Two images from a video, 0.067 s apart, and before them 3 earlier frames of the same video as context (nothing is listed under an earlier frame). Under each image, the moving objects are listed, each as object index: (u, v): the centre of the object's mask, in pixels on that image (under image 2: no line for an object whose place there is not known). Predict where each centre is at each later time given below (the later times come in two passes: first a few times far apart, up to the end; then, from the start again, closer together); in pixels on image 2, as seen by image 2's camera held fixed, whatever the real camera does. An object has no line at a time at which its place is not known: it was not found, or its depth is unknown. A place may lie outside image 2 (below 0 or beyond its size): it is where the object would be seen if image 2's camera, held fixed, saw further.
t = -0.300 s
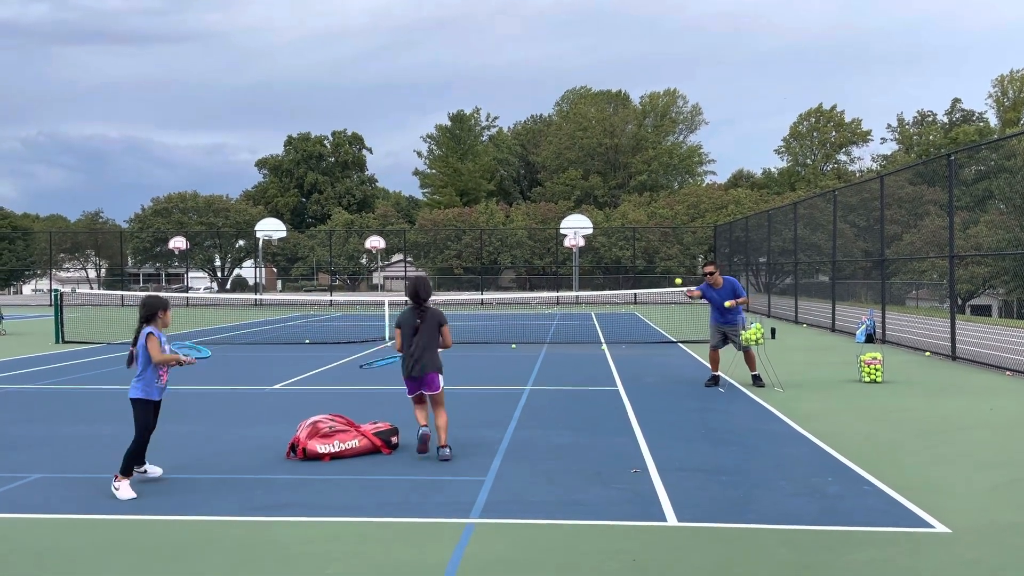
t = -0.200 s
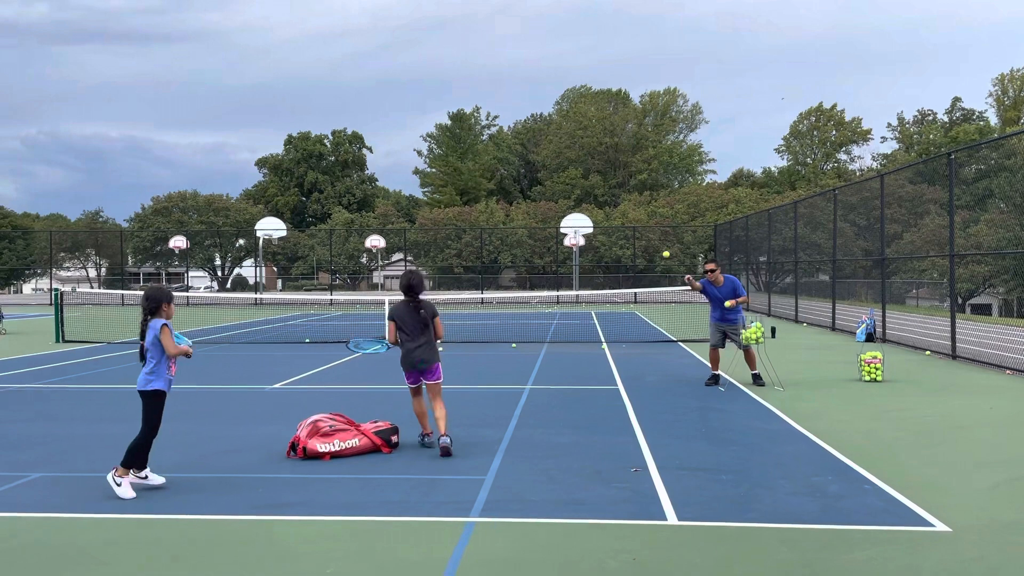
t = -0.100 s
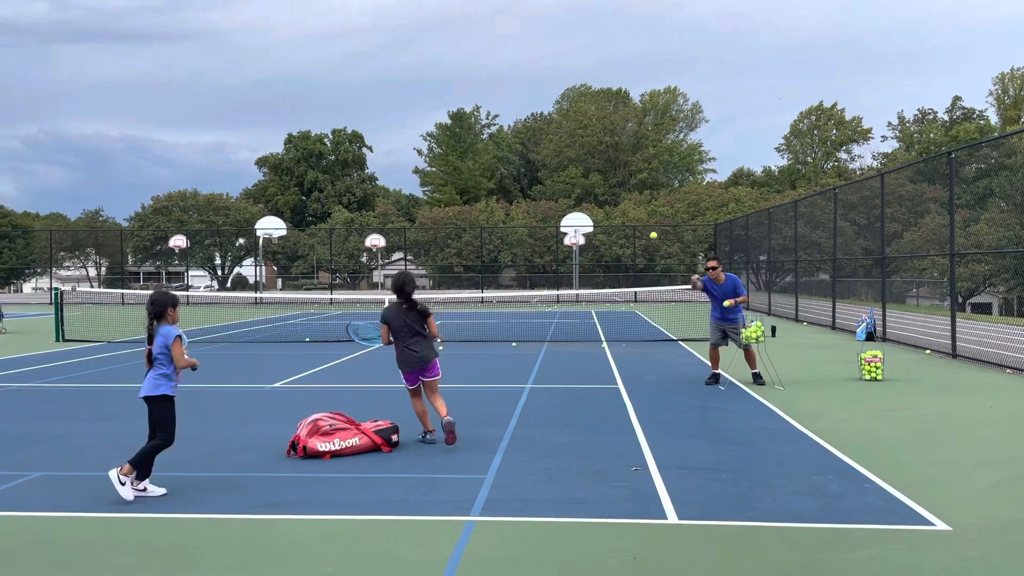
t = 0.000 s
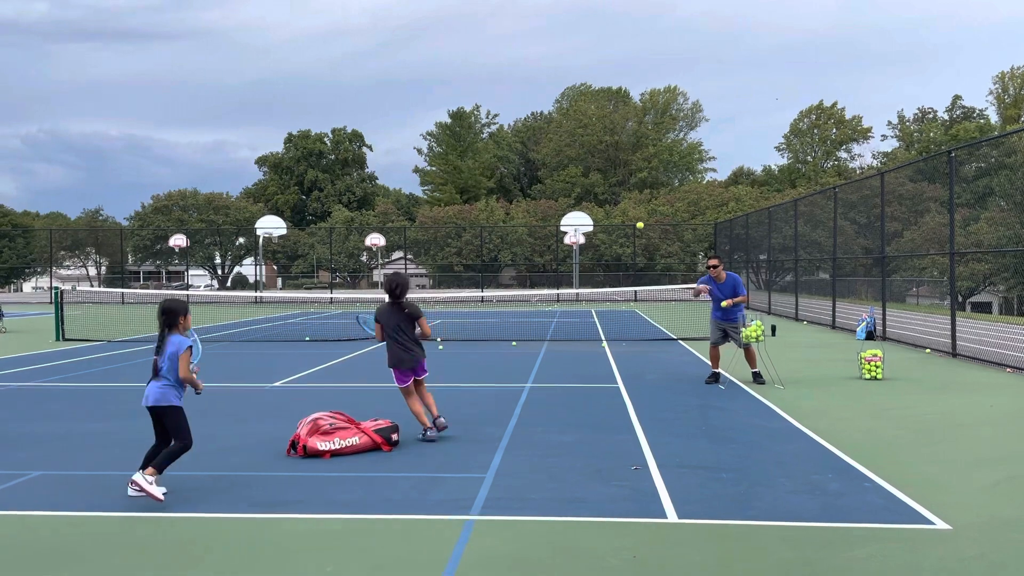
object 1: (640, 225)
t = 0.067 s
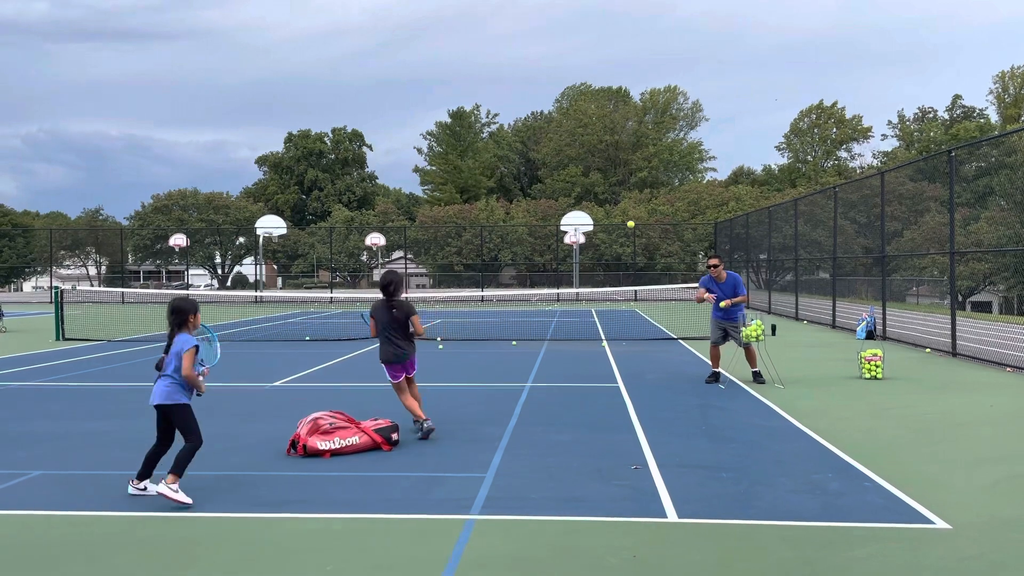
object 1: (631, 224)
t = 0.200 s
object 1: (611, 237)
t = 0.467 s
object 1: (569, 332)
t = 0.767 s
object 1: (525, 375)
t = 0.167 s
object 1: (616, 232)
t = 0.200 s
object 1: (611, 237)
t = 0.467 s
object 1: (569, 332)
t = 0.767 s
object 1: (525, 375)
